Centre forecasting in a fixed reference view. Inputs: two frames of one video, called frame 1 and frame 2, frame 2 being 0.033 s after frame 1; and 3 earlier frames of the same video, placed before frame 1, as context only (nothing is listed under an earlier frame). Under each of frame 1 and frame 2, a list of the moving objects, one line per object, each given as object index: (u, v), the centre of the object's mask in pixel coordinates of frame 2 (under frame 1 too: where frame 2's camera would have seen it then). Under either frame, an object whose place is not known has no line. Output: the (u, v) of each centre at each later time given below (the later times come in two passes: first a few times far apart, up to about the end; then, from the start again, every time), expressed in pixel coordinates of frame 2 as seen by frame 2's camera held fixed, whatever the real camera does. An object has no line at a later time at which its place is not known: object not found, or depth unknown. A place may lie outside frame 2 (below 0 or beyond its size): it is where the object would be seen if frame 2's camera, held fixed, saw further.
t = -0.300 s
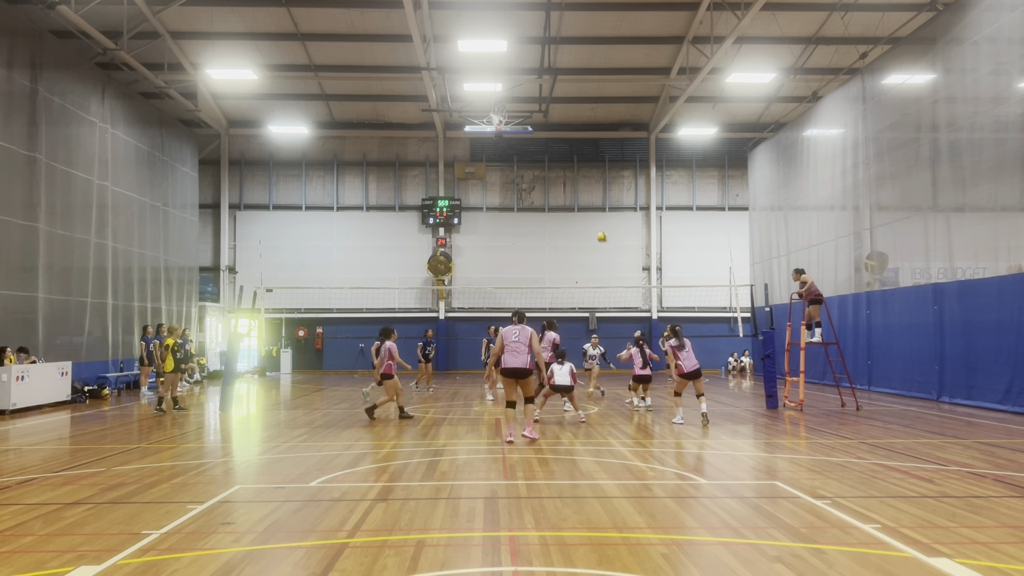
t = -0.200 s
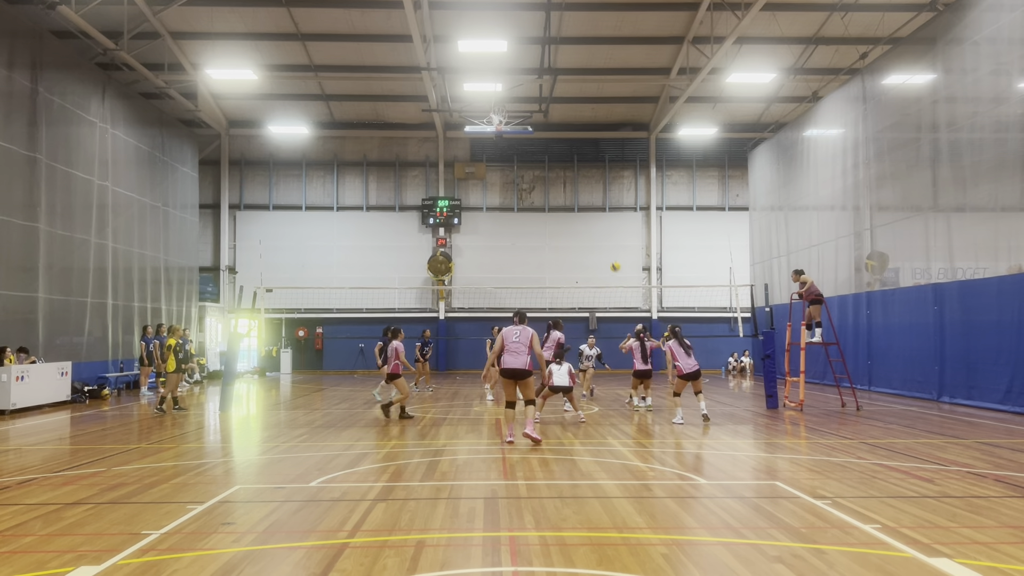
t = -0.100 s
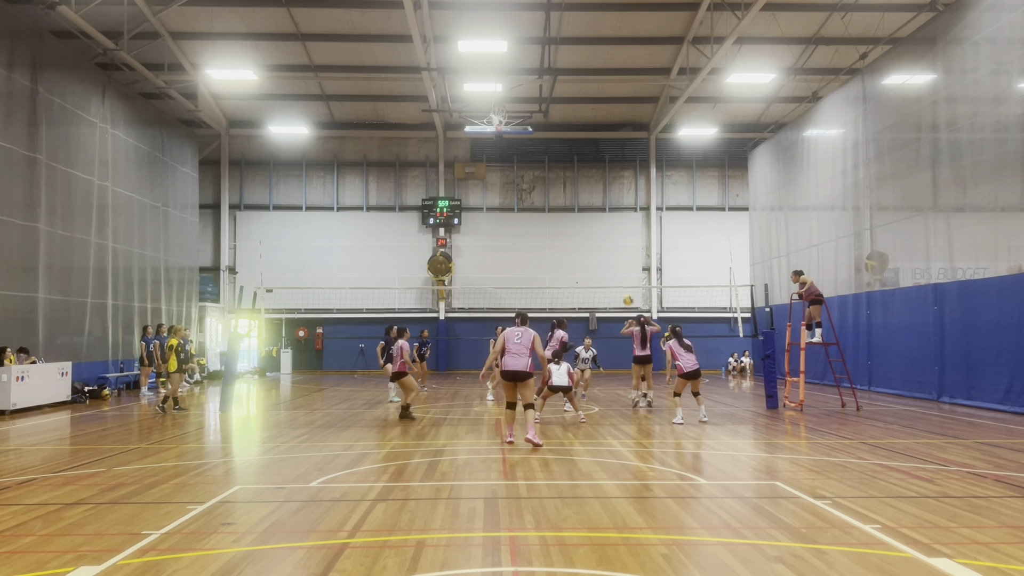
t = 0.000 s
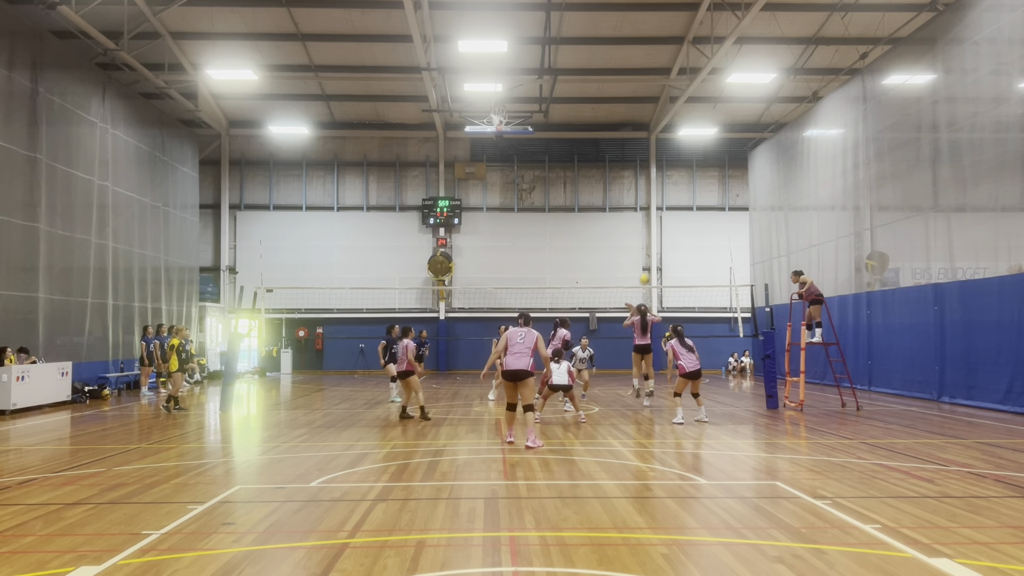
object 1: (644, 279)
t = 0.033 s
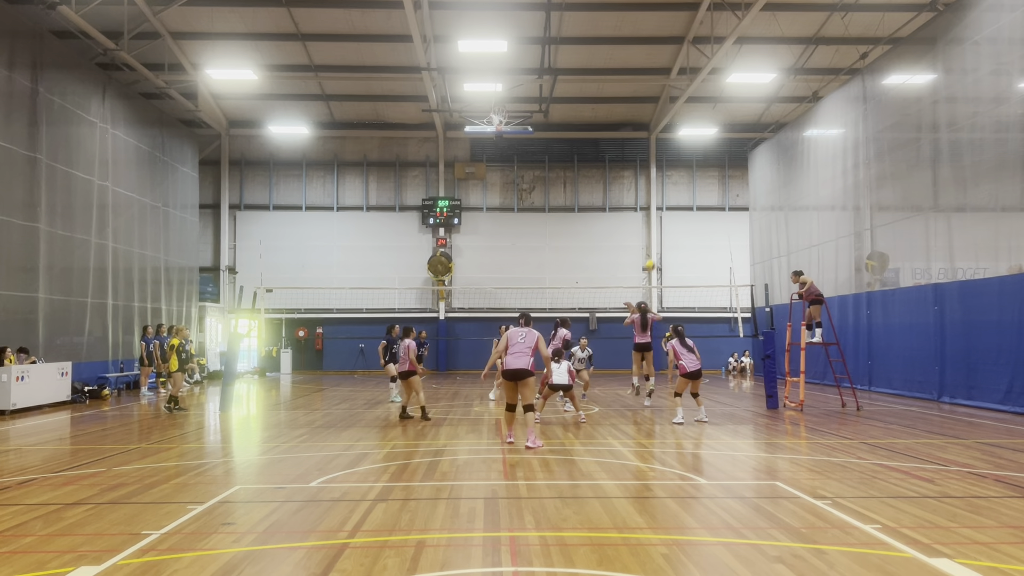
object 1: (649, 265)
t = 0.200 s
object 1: (678, 208)
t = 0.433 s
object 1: (716, 158)
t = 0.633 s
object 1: (746, 138)
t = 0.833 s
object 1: (774, 137)
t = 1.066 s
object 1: (805, 161)
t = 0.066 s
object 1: (656, 252)
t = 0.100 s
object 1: (662, 240)
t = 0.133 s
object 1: (667, 229)
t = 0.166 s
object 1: (673, 218)
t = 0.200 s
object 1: (678, 208)
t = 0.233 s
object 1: (684, 199)
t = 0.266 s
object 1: (690, 191)
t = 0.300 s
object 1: (695, 182)
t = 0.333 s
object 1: (700, 175)
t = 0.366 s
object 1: (706, 168)
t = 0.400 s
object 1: (711, 163)
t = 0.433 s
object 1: (716, 158)
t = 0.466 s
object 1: (721, 153)
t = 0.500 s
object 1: (726, 148)
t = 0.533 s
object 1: (731, 145)
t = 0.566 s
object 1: (736, 142)
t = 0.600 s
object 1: (741, 140)
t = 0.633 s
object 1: (746, 138)
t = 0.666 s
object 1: (751, 137)
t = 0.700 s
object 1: (756, 136)
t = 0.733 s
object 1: (760, 136)
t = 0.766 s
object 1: (765, 136)
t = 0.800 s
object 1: (769, 136)
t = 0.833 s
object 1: (774, 137)
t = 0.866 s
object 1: (779, 139)
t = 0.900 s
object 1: (783, 142)
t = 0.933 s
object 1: (788, 145)
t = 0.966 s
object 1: (792, 148)
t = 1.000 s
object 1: (796, 152)
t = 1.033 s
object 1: (801, 157)
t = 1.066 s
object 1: (805, 161)
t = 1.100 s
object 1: (809, 166)
